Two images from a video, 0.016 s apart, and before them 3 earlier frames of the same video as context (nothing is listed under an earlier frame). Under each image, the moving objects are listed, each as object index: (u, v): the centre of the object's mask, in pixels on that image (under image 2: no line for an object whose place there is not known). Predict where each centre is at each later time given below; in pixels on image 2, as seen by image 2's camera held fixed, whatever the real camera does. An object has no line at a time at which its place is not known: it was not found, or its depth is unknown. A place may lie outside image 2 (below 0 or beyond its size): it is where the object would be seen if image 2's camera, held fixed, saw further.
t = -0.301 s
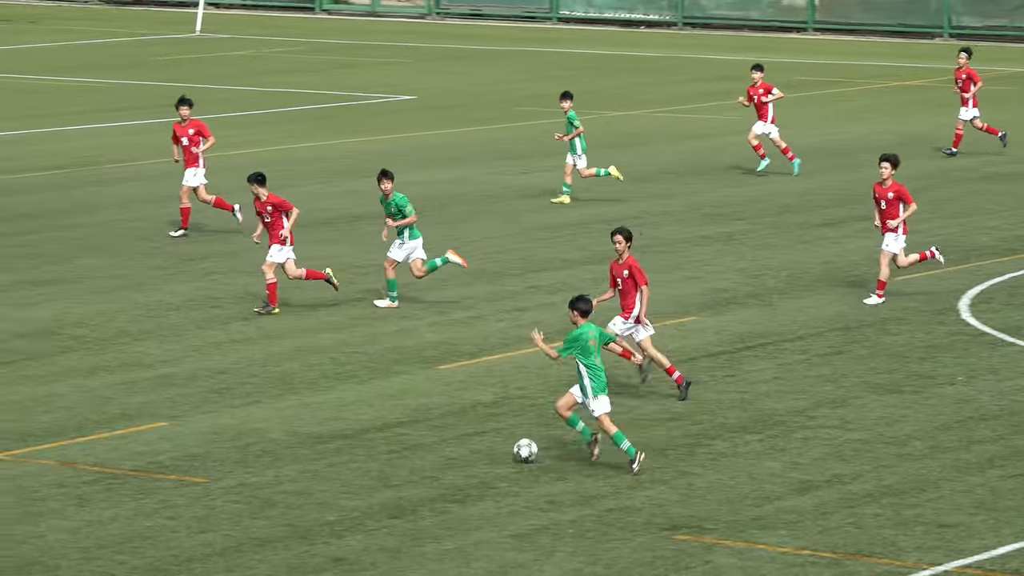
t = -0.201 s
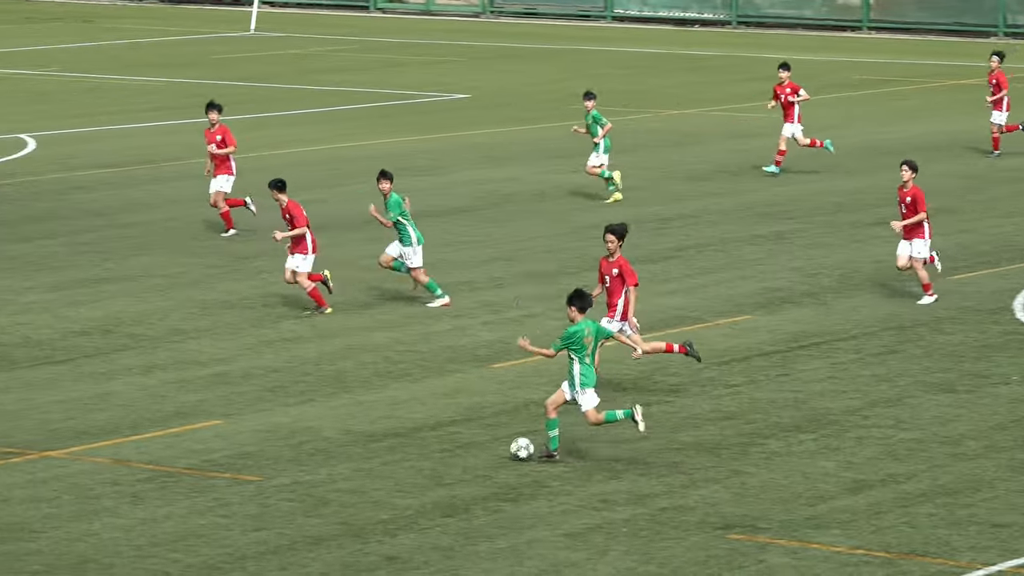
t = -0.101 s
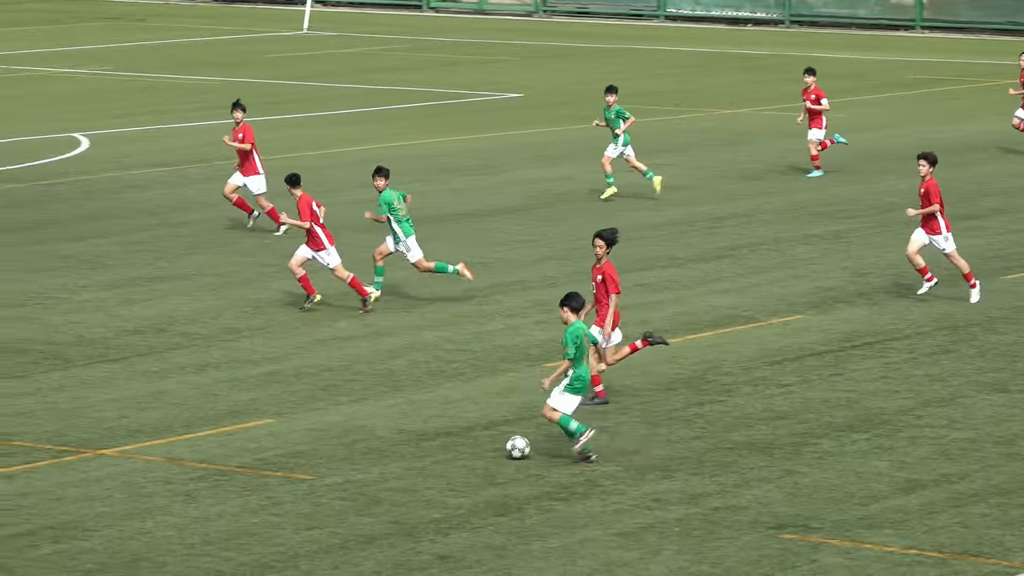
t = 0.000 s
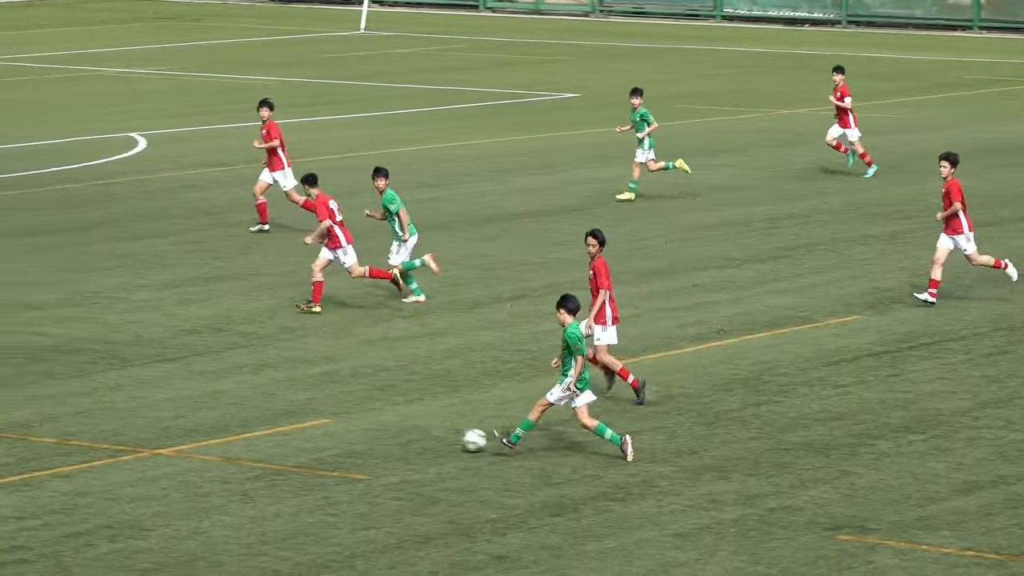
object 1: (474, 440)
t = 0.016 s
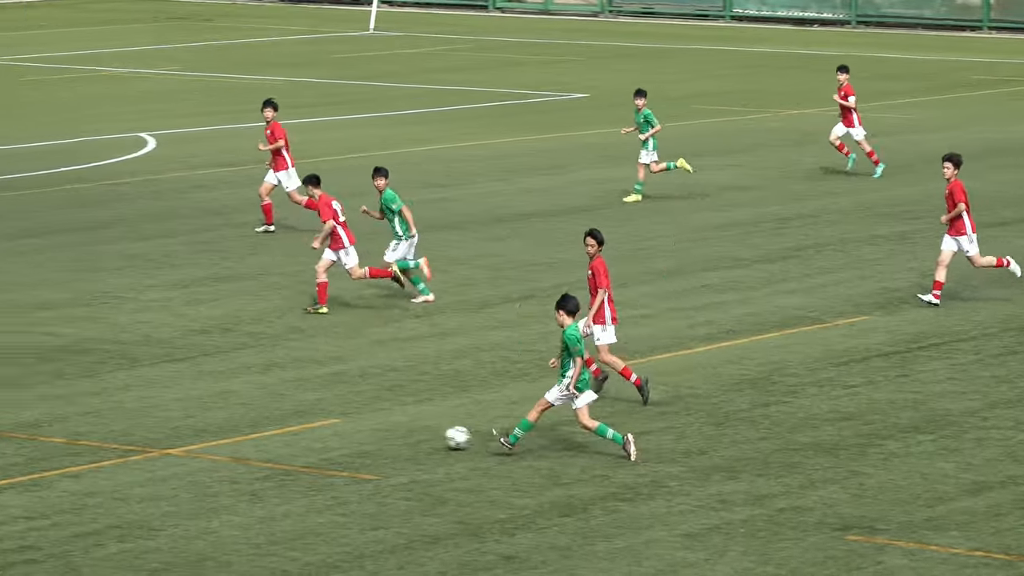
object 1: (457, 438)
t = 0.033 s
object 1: (432, 435)
